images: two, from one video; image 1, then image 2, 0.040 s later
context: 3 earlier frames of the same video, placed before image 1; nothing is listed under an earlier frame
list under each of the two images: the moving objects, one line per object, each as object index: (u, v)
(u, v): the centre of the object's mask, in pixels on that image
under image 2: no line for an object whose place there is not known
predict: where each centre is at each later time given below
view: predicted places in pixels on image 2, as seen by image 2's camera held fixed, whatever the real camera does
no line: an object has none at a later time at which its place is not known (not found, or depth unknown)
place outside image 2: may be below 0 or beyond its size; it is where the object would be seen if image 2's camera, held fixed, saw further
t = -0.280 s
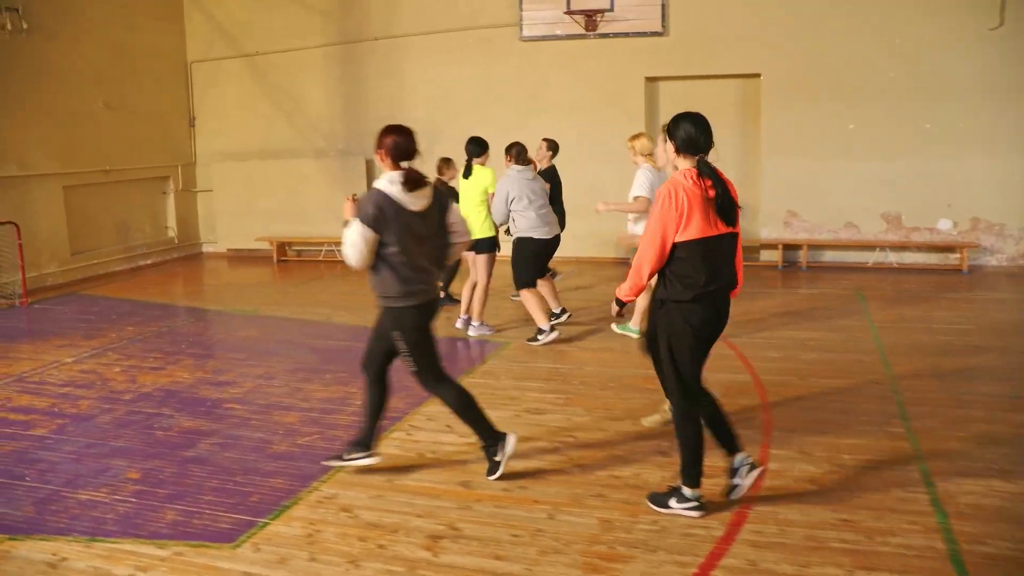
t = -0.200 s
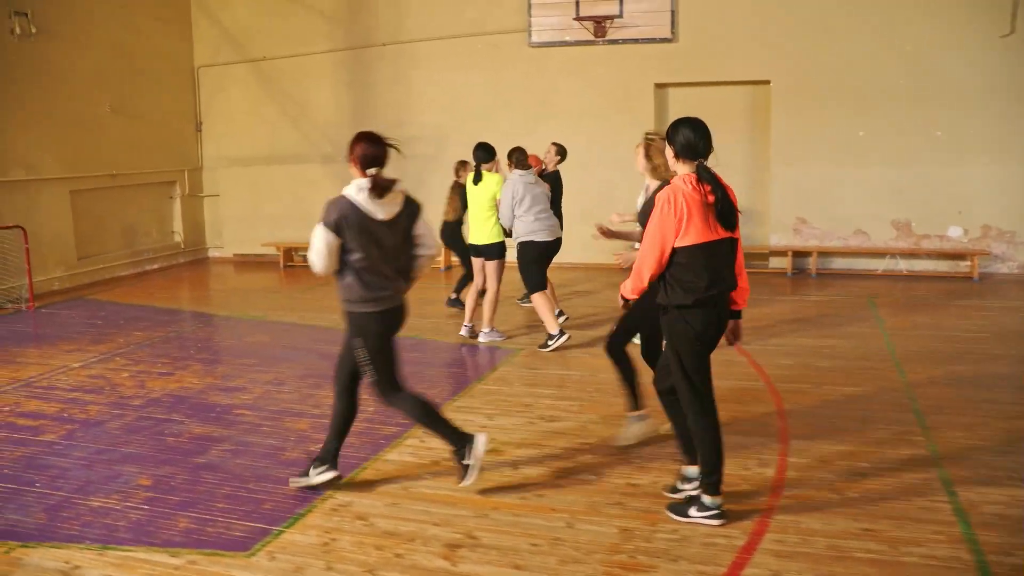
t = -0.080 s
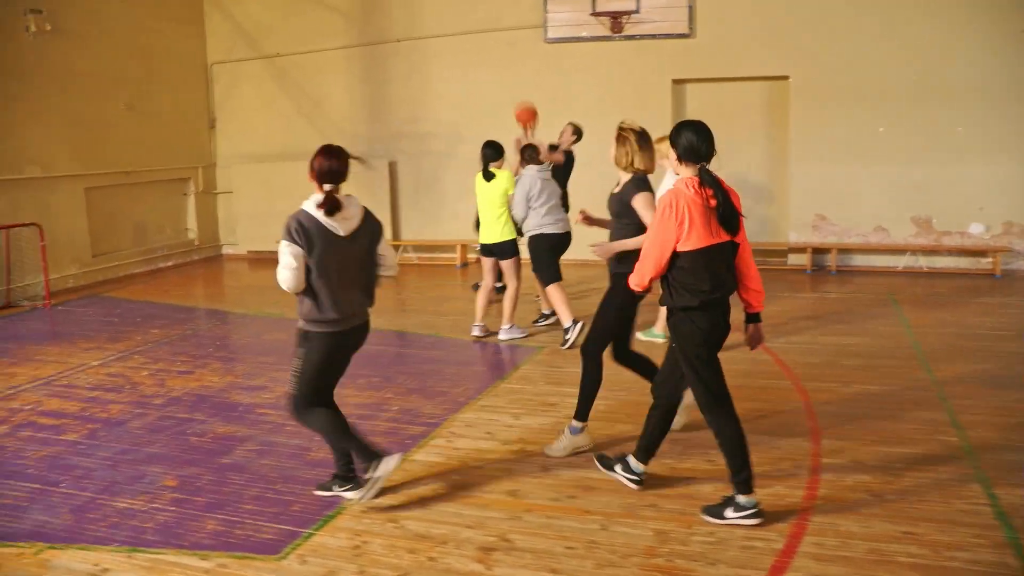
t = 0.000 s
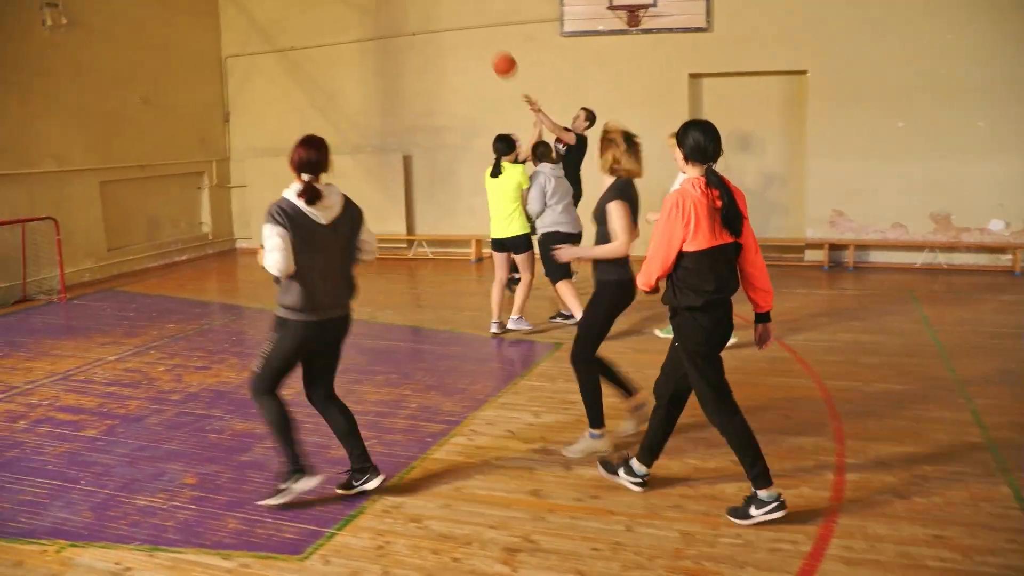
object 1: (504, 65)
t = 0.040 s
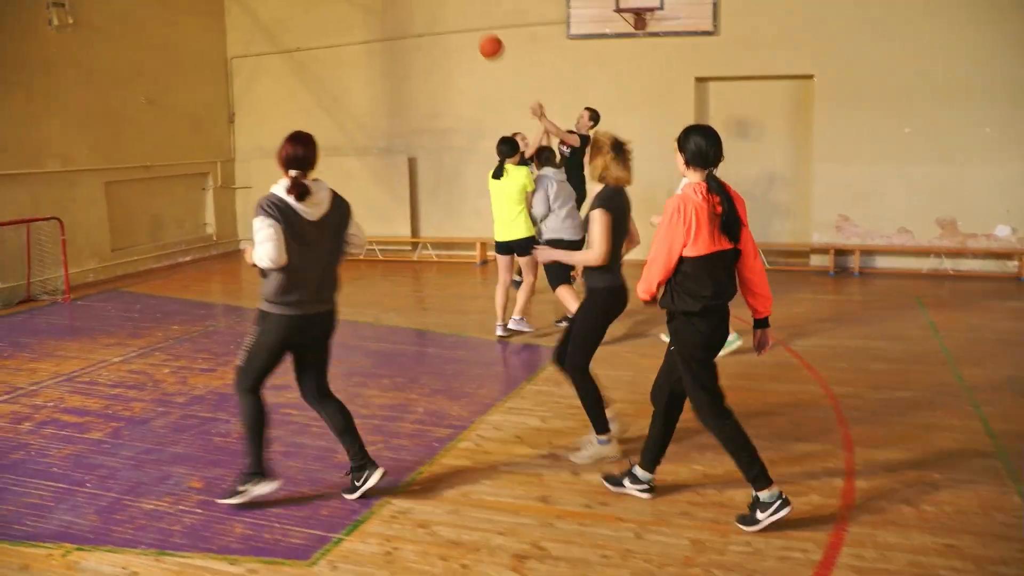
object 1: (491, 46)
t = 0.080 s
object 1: (471, 27)
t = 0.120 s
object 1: (451, 9)
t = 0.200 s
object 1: (408, -18)
